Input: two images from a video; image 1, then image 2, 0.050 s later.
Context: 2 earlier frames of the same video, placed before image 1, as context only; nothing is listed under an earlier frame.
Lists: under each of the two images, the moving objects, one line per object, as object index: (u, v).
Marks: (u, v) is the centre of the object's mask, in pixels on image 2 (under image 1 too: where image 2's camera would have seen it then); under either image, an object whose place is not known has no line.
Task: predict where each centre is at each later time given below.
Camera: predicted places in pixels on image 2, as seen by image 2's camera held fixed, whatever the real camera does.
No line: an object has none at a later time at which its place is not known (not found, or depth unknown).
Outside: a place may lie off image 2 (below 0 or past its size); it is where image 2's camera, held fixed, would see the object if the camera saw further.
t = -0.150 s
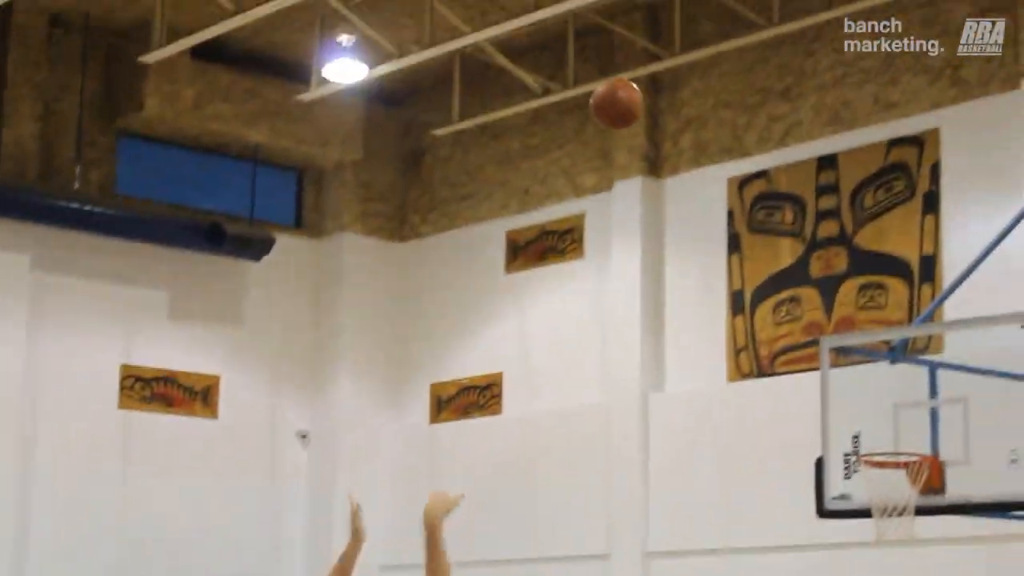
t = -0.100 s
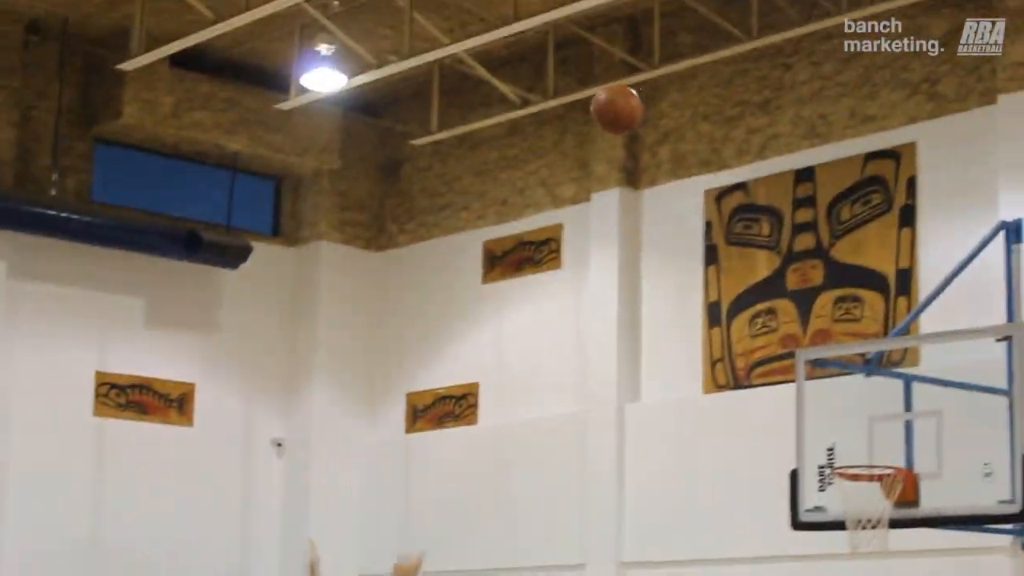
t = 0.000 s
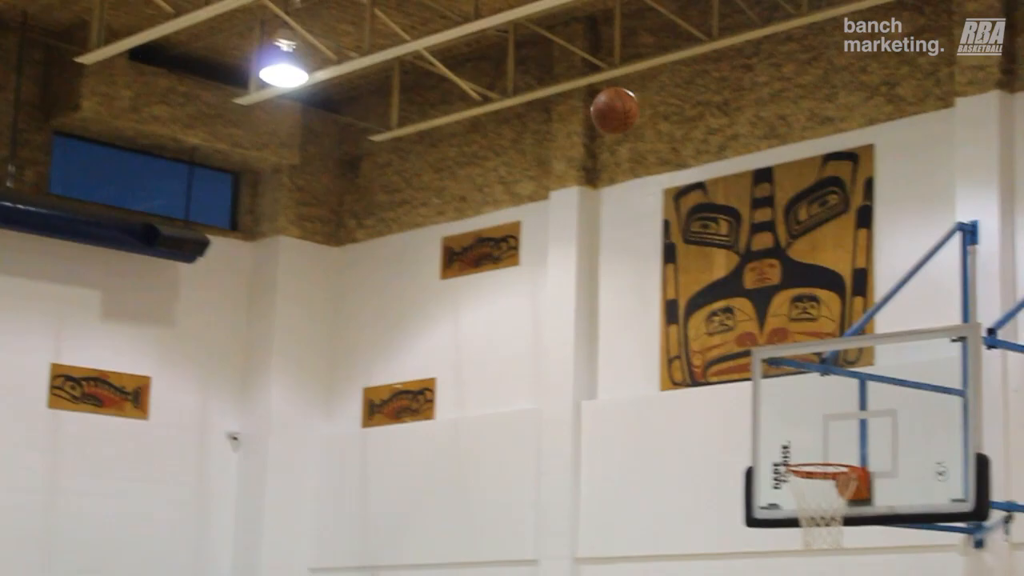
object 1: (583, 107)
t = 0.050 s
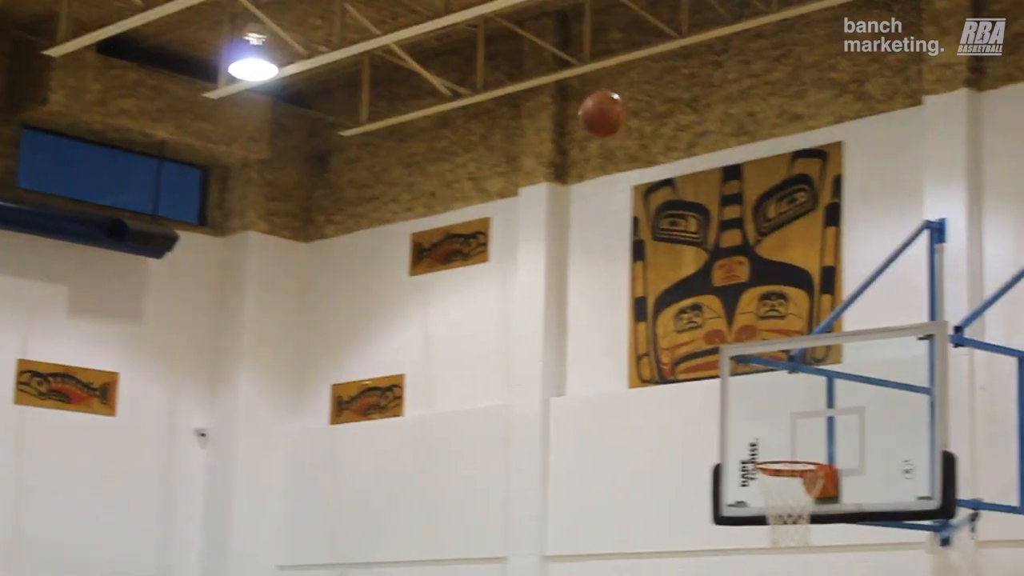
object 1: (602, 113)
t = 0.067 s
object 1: (607, 117)
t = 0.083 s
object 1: (612, 123)
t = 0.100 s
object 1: (618, 127)
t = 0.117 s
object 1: (623, 132)
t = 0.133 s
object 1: (629, 138)
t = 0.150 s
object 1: (634, 143)
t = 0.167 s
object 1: (639, 149)
